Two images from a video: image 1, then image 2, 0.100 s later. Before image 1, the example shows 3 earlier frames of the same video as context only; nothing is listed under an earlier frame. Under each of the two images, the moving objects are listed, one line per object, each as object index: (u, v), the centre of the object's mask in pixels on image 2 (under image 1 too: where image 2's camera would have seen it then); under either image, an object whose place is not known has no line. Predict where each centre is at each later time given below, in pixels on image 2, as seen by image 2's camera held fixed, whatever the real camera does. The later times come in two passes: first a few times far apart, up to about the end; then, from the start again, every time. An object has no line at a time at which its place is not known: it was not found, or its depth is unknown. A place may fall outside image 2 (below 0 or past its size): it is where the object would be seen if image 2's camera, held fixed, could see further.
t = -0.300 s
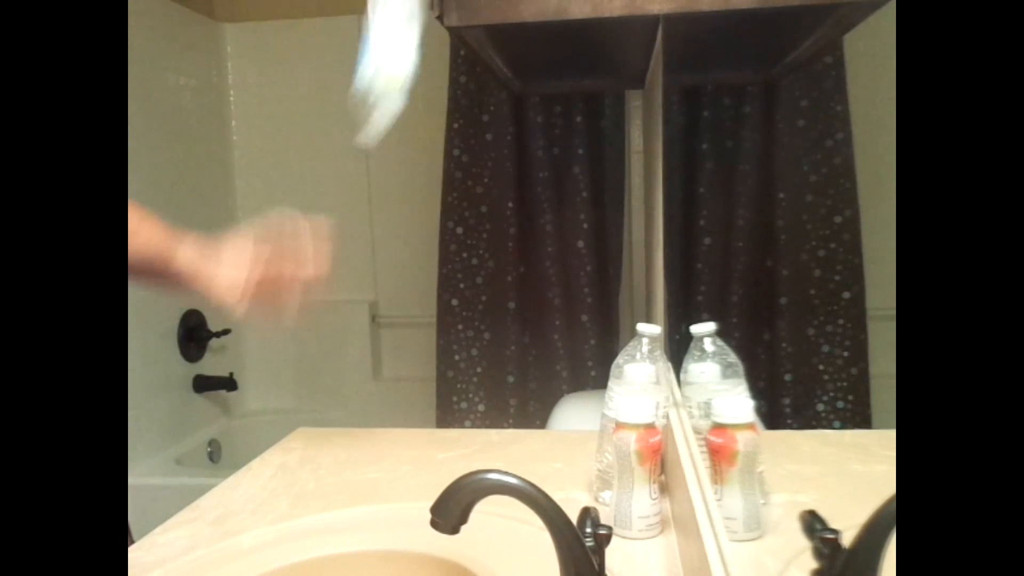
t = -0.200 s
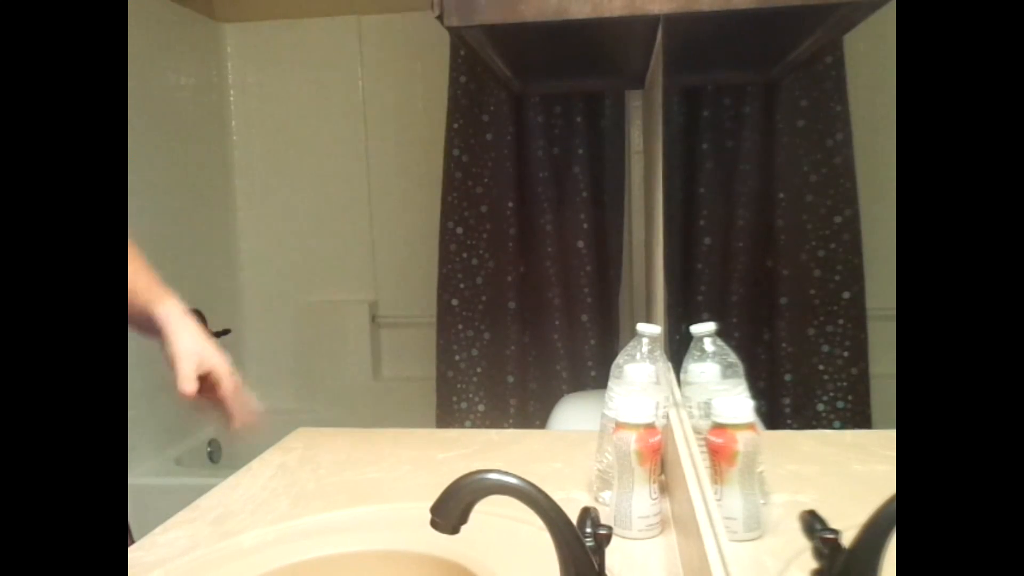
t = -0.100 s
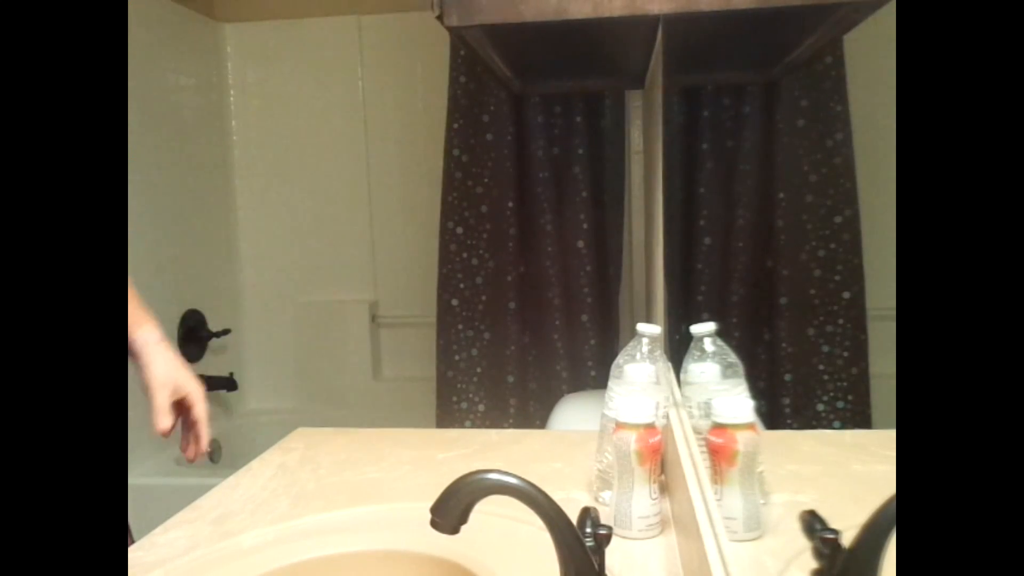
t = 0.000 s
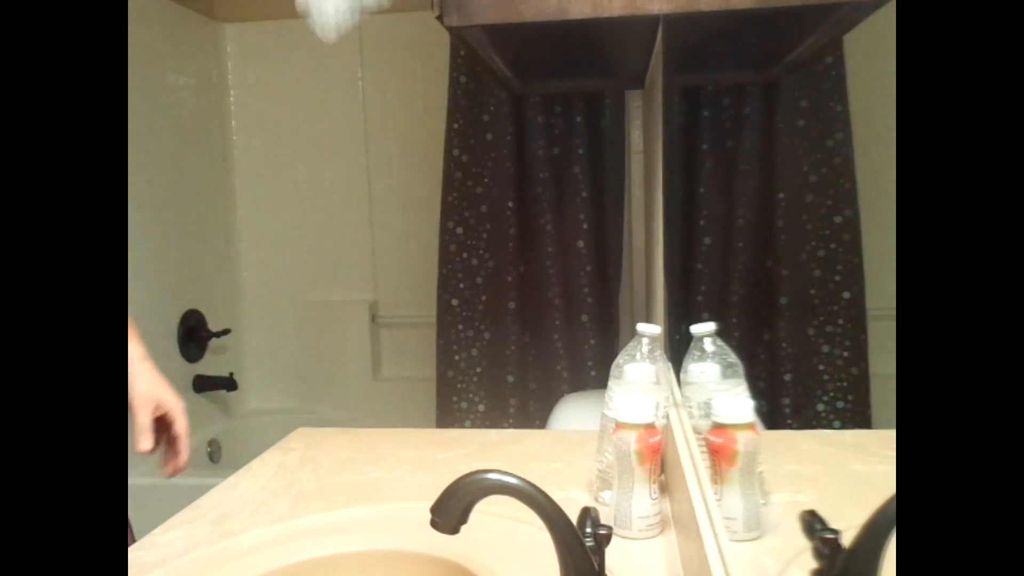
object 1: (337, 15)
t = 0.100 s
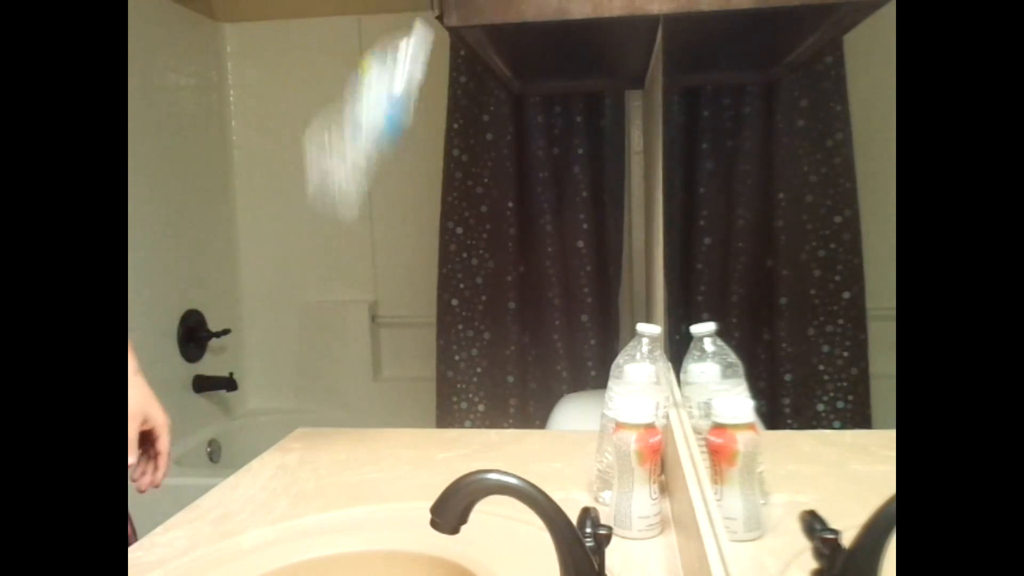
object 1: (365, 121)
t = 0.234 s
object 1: (362, 398)
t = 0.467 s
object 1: (355, 400)
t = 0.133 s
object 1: (364, 191)
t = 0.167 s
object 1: (363, 266)
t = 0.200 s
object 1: (363, 356)
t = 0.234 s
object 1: (362, 398)
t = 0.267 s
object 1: (357, 399)
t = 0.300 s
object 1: (356, 399)
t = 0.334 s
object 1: (355, 399)
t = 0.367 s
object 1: (355, 399)
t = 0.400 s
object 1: (355, 399)
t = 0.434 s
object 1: (355, 400)
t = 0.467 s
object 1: (355, 400)
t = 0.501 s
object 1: (355, 400)
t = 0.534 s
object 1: (355, 399)
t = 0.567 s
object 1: (355, 399)
